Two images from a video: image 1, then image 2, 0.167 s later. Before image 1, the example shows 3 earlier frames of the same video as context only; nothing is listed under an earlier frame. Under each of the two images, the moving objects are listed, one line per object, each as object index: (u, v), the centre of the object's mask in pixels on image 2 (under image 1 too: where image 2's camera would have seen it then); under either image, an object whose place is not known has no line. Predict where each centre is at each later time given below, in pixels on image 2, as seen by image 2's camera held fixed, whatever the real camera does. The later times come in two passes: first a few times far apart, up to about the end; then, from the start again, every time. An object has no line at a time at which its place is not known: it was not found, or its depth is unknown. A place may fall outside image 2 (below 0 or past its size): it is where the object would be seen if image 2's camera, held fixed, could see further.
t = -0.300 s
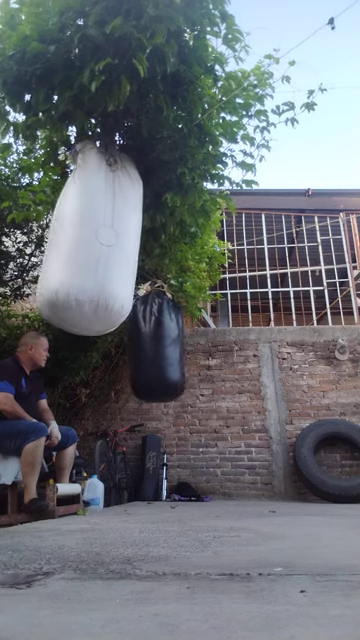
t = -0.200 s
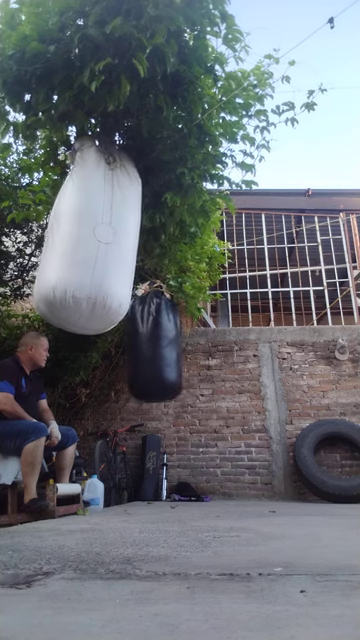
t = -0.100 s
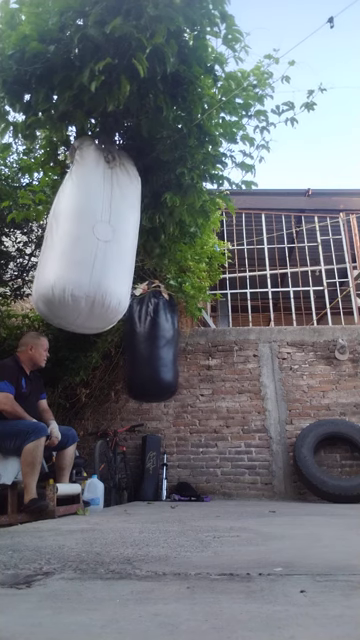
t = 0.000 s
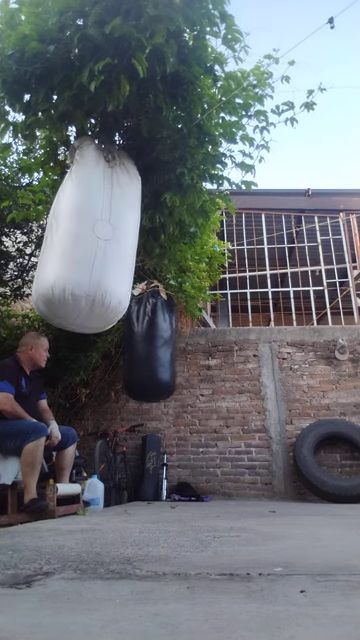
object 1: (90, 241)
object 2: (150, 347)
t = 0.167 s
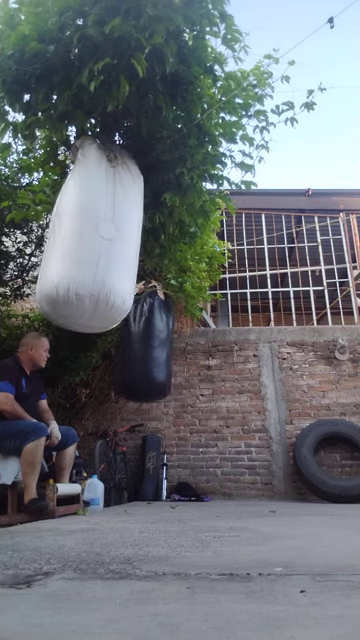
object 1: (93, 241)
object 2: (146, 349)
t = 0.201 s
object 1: (94, 241)
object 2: (145, 350)
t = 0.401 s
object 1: (101, 243)
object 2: (144, 353)
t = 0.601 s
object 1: (109, 246)
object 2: (145, 356)
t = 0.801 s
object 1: (117, 249)
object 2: (147, 360)
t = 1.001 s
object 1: (121, 251)
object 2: (152, 364)
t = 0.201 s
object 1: (94, 241)
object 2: (145, 350)
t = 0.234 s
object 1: (95, 242)
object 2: (145, 350)
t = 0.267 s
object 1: (96, 241)
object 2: (145, 350)
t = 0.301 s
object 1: (97, 242)
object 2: (145, 350)
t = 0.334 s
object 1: (98, 242)
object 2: (144, 351)
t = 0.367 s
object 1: (100, 243)
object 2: (144, 352)
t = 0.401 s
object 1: (101, 243)
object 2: (144, 353)
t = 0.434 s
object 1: (102, 243)
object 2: (144, 353)
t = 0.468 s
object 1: (103, 244)
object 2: (144, 354)
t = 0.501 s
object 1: (105, 245)
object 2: (144, 354)
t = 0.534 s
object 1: (106, 245)
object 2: (144, 355)
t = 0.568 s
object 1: (108, 246)
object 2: (145, 355)
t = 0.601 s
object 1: (109, 246)
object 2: (145, 356)
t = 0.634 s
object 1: (110, 247)
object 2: (145, 357)
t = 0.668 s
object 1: (112, 247)
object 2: (145, 358)
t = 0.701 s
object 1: (113, 247)
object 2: (145, 358)
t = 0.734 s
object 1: (114, 248)
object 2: (146, 359)
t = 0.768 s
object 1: (115, 249)
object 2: (147, 359)
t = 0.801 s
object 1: (117, 249)
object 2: (147, 360)
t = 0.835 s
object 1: (118, 250)
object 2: (148, 361)
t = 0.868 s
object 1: (118, 250)
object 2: (149, 361)
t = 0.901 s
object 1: (119, 250)
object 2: (149, 362)
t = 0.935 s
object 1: (120, 250)
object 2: (149, 362)
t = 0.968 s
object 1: (121, 251)
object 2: (150, 363)
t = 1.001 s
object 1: (121, 251)
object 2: (152, 364)
